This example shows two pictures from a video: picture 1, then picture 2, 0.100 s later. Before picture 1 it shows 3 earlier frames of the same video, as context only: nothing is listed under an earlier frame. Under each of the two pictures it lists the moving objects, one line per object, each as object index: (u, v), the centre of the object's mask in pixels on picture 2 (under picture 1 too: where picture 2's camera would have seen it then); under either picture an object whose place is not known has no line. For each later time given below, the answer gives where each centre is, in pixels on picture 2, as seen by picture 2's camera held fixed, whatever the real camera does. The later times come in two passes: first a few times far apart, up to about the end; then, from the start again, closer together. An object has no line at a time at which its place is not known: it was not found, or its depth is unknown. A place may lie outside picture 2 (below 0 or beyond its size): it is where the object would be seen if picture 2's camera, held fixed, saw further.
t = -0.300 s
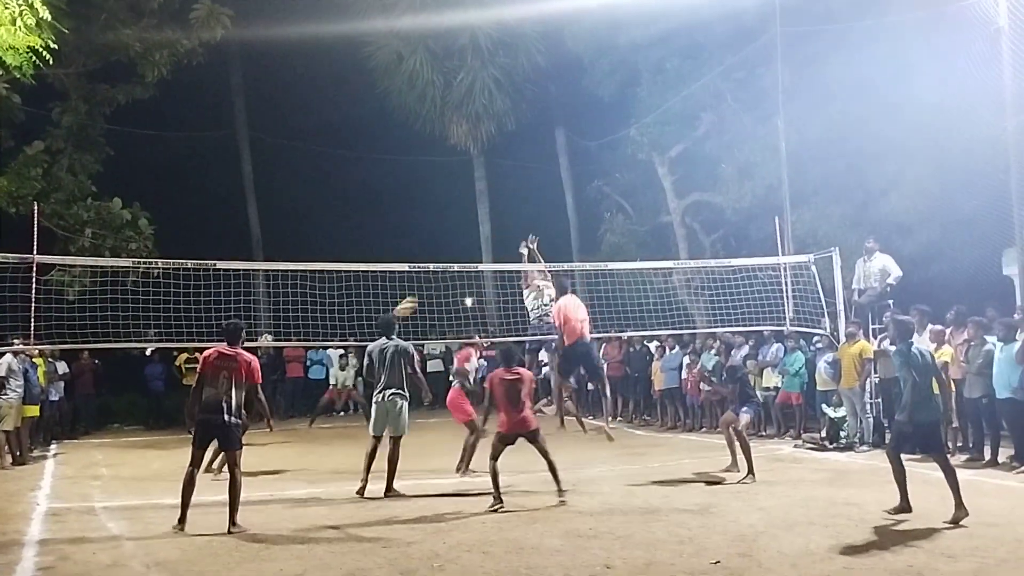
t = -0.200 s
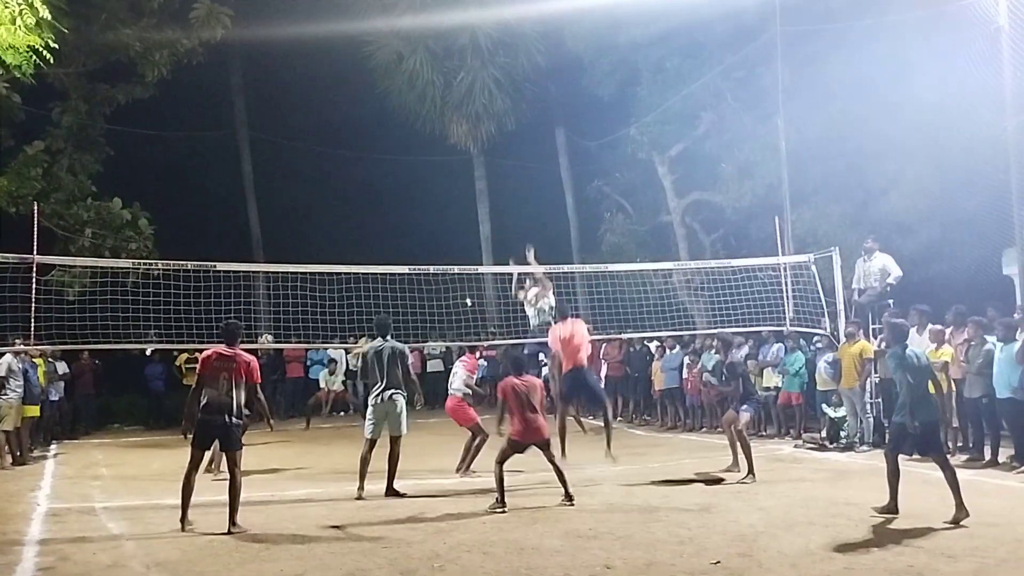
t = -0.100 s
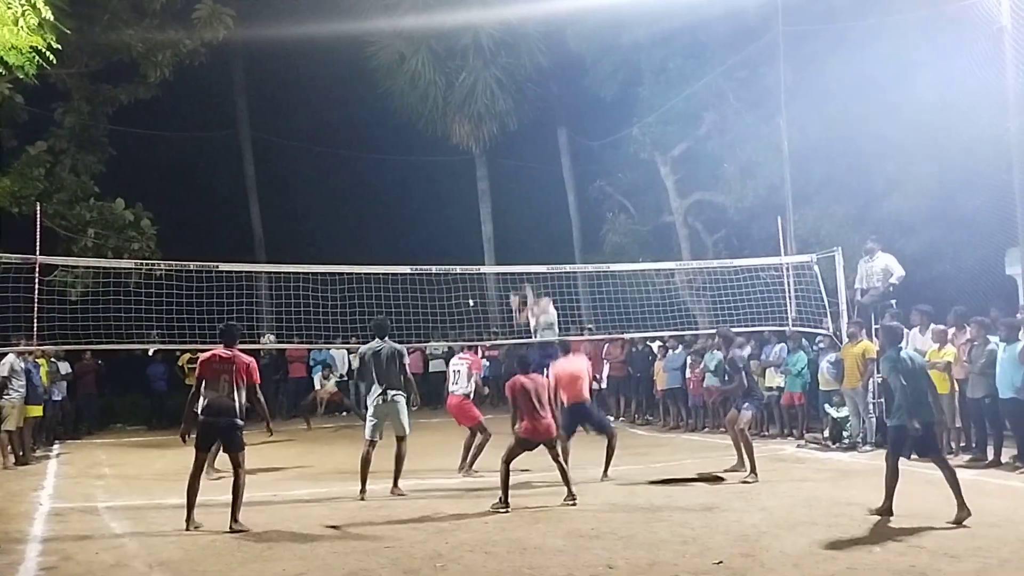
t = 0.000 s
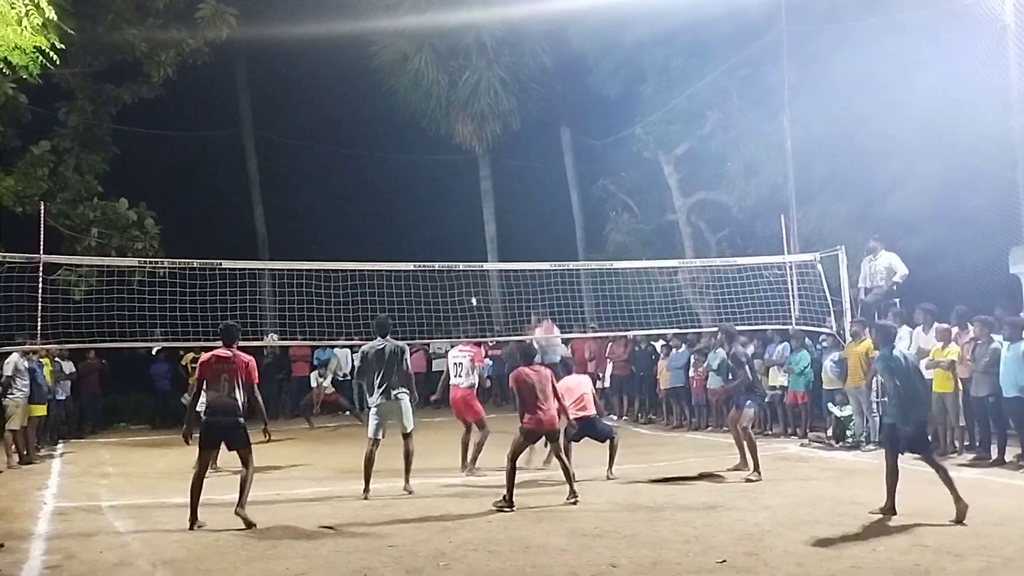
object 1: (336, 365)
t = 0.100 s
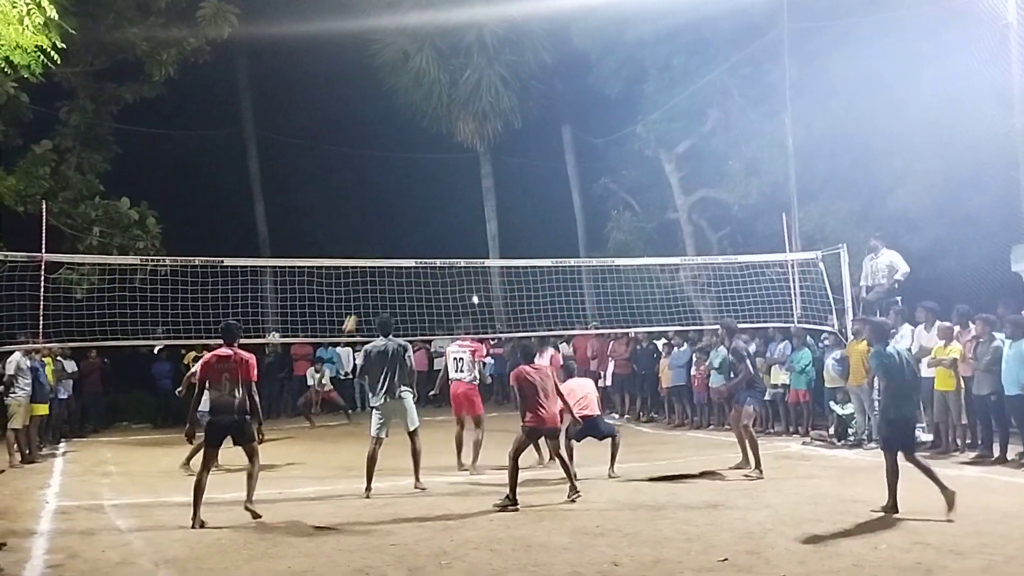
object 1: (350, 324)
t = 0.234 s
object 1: (369, 279)
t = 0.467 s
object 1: (408, 219)
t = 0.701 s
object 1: (452, 187)
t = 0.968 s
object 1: (509, 191)
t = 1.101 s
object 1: (540, 212)
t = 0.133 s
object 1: (354, 312)
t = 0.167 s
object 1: (359, 300)
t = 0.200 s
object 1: (365, 289)
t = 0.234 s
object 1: (369, 279)
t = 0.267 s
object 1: (373, 272)
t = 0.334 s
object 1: (385, 250)
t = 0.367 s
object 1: (391, 242)
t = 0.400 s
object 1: (396, 233)
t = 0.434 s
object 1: (402, 226)
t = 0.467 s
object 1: (408, 219)
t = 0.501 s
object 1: (414, 212)
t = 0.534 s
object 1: (420, 207)
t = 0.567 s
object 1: (426, 202)
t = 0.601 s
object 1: (432, 197)
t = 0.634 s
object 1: (439, 194)
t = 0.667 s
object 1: (445, 190)
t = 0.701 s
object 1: (452, 187)
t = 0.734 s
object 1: (459, 186)
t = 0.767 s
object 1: (465, 184)
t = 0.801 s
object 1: (472, 183)
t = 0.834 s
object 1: (480, 183)
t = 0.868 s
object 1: (487, 185)
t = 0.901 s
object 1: (494, 186)
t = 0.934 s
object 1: (502, 188)
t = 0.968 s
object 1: (509, 191)
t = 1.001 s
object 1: (517, 196)
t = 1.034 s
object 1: (525, 200)
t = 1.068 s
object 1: (532, 205)
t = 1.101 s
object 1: (540, 212)
